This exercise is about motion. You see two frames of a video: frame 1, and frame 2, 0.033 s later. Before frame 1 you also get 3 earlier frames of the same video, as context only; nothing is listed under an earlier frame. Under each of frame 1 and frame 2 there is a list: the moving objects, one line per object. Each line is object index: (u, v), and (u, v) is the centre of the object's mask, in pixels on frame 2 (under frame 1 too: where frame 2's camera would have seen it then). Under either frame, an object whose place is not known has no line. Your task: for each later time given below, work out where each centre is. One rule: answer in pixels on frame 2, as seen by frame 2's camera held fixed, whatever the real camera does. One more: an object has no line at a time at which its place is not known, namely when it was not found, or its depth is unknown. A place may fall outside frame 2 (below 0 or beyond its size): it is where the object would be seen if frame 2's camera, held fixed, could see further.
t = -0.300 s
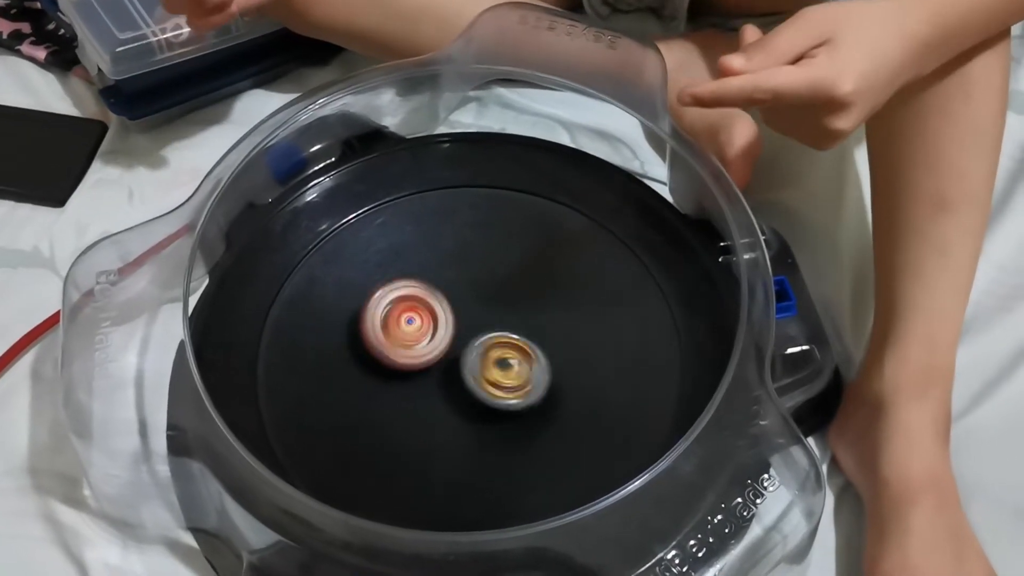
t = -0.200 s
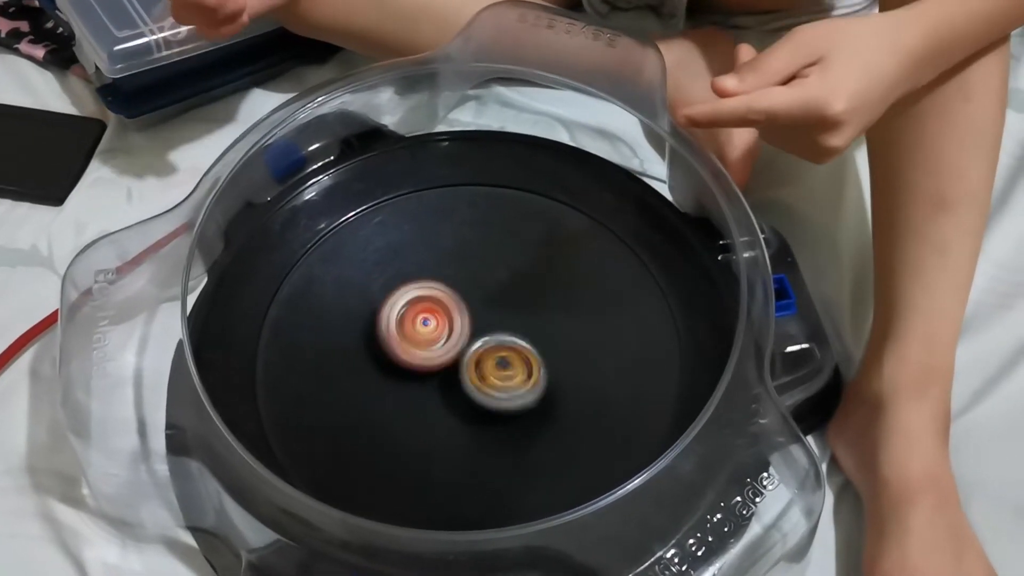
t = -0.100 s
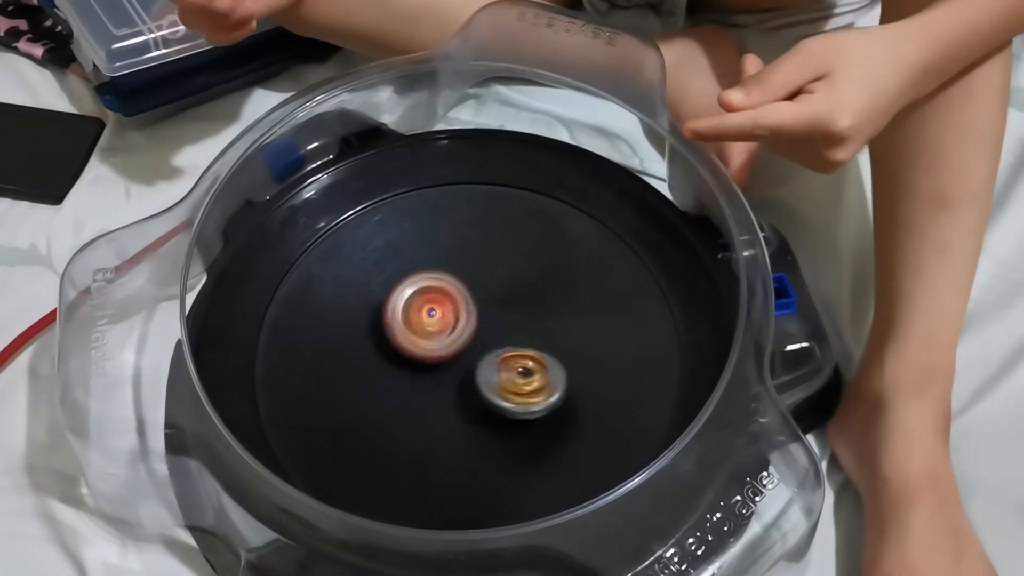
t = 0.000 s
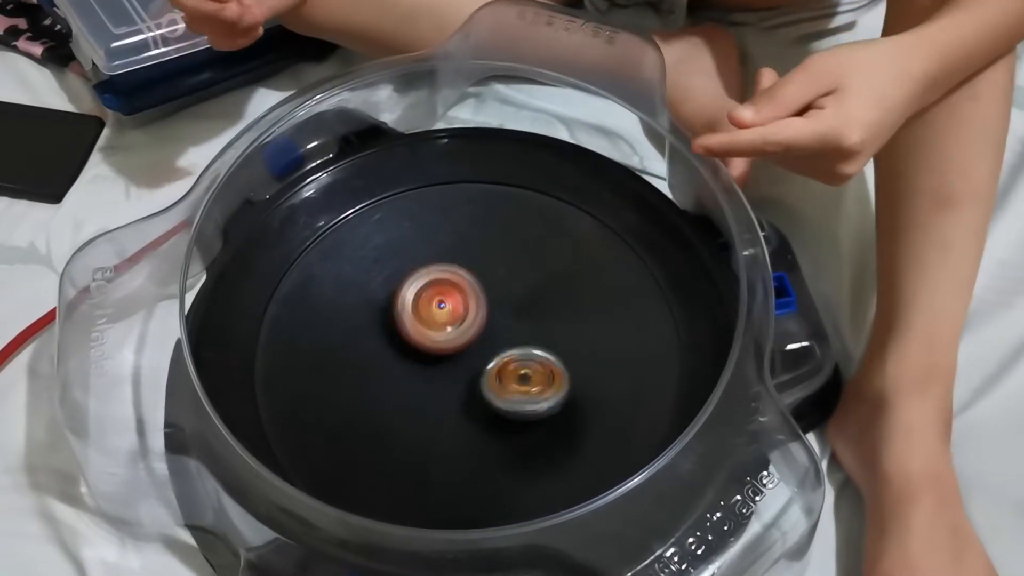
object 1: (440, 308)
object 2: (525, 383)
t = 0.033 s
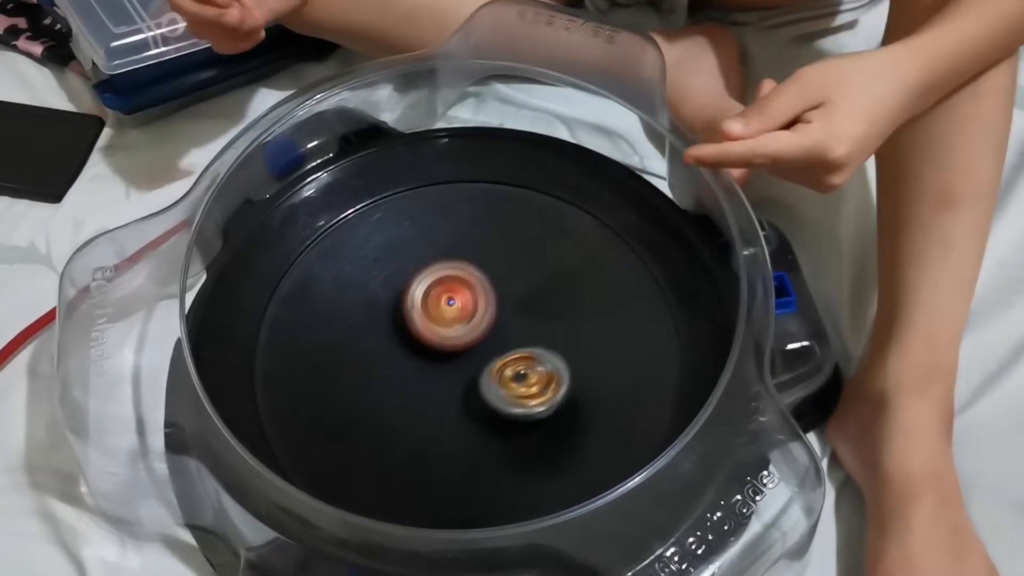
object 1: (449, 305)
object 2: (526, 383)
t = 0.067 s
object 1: (455, 304)
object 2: (525, 383)
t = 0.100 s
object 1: (459, 303)
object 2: (524, 383)
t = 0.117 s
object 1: (460, 302)
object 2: (523, 384)
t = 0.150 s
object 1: (462, 303)
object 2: (523, 383)
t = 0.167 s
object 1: (463, 302)
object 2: (522, 383)
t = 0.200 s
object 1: (465, 302)
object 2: (521, 383)
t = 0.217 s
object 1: (465, 302)
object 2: (521, 382)
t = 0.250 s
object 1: (467, 302)
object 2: (518, 382)
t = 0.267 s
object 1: (468, 301)
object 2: (519, 382)
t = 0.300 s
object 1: (470, 301)
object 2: (516, 381)
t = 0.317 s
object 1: (471, 301)
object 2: (515, 382)
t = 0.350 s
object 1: (473, 301)
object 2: (513, 380)
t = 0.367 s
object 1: (473, 300)
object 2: (513, 381)
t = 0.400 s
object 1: (475, 298)
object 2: (511, 380)
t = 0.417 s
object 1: (475, 299)
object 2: (509, 381)
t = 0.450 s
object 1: (477, 298)
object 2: (506, 381)
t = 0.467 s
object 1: (477, 298)
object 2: (504, 382)
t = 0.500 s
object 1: (479, 295)
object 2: (502, 383)
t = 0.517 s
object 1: (479, 295)
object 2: (499, 382)
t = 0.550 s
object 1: (481, 295)
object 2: (495, 383)
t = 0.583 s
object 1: (483, 296)
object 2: (491, 383)
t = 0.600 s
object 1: (484, 296)
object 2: (488, 384)
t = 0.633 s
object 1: (486, 296)
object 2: (484, 385)
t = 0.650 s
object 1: (486, 297)
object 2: (481, 387)
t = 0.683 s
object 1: (488, 300)
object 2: (477, 388)
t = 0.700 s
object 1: (487, 301)
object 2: (473, 388)
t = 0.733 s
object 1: (489, 304)
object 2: (469, 391)
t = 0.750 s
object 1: (489, 305)
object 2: (468, 390)
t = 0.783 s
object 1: (490, 307)
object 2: (463, 394)
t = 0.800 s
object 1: (491, 308)
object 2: (463, 396)
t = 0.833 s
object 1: (491, 309)
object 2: (460, 395)
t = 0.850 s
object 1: (491, 310)
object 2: (458, 396)
